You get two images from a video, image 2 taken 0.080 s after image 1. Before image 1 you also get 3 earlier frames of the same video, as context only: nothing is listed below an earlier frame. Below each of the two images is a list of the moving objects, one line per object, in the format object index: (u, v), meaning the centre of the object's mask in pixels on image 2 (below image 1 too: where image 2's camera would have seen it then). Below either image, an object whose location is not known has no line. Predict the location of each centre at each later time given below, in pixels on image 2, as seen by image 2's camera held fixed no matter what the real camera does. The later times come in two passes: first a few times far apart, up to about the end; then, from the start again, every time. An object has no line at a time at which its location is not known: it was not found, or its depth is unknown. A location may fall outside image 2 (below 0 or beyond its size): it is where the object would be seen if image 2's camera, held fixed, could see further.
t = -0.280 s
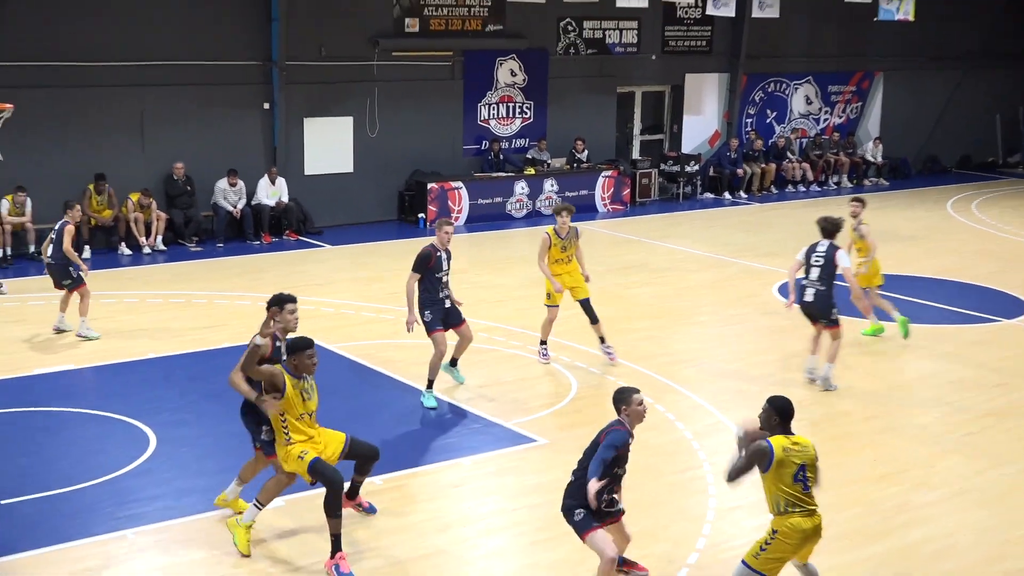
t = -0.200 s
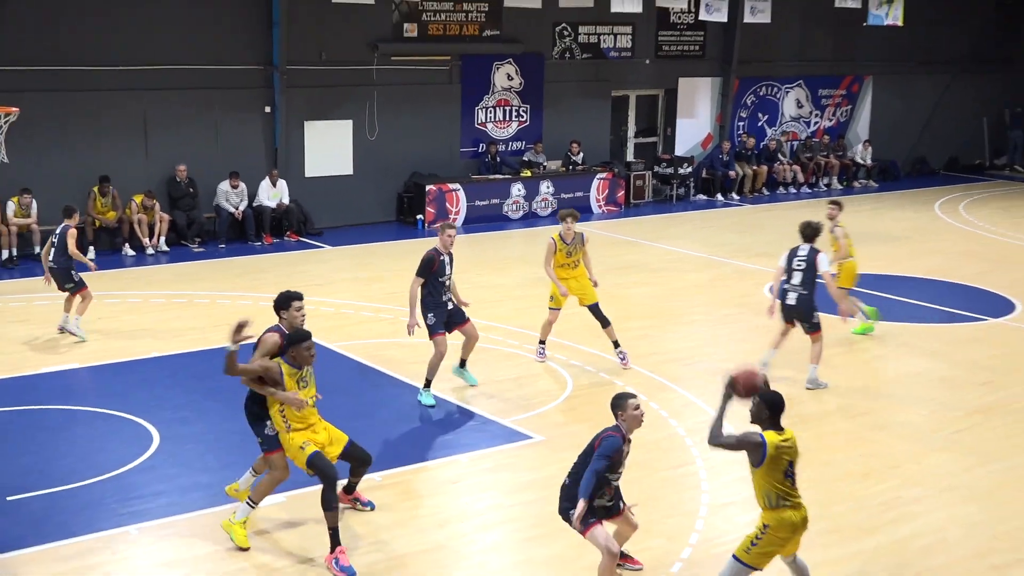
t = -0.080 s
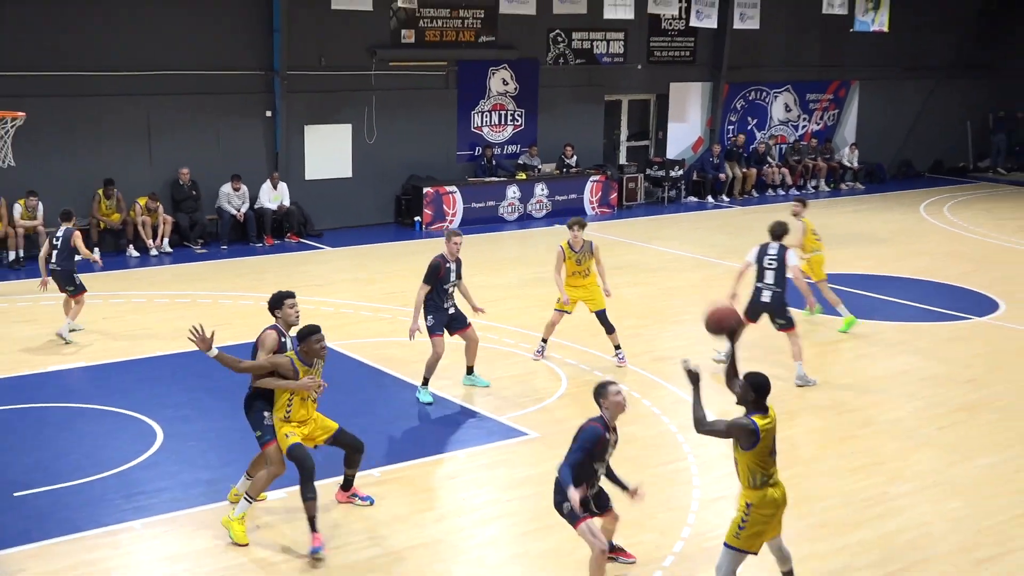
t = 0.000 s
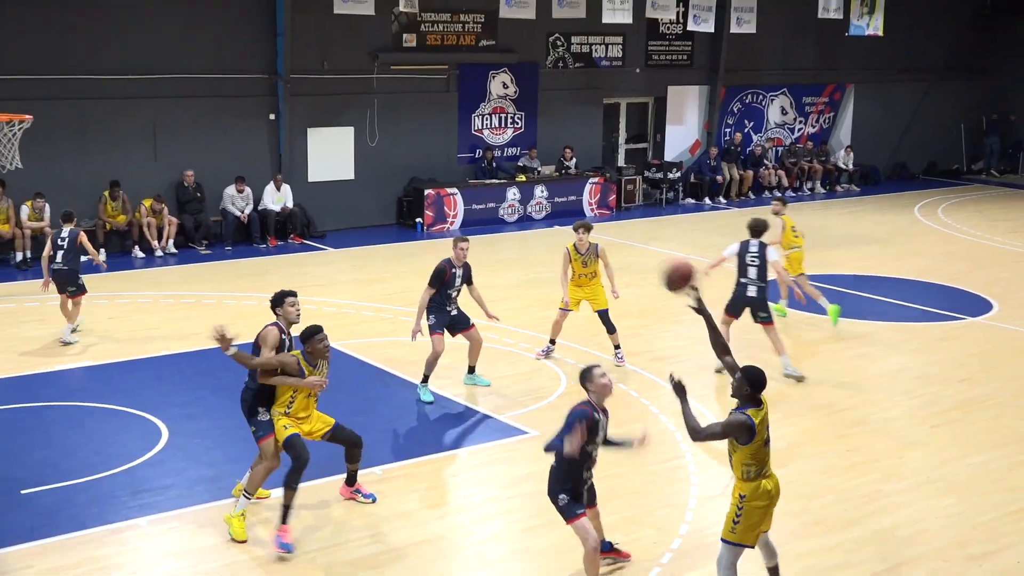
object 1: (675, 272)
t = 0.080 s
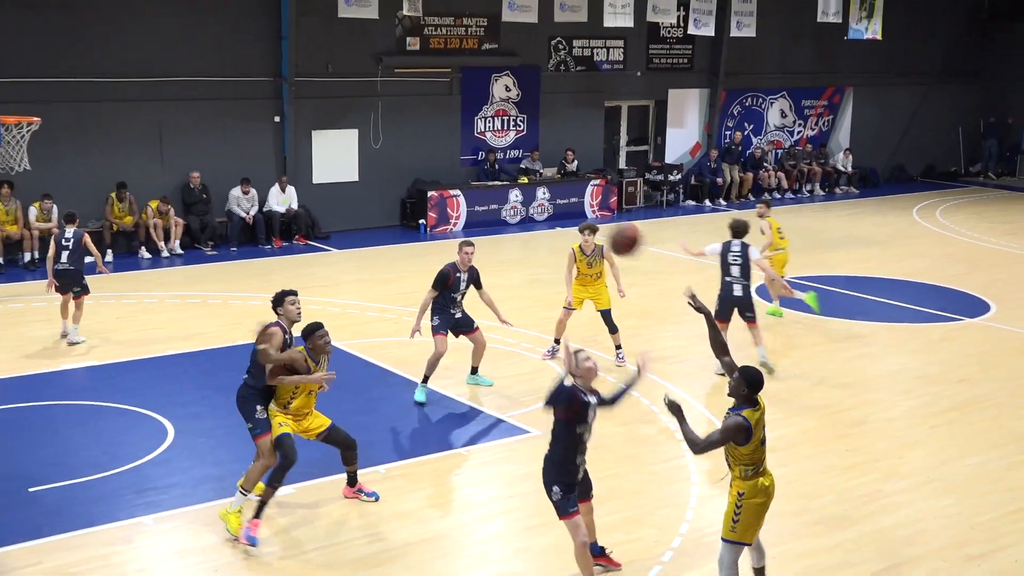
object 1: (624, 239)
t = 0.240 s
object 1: (514, 191)
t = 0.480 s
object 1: (353, 190)
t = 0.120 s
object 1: (596, 224)
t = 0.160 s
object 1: (569, 210)
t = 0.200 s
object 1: (541, 199)
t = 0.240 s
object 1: (514, 191)
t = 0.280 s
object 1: (486, 185)
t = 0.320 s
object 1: (460, 181)
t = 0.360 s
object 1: (431, 181)
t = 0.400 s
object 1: (406, 182)
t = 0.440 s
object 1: (378, 184)
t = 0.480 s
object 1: (353, 190)
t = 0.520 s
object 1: (326, 198)
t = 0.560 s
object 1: (299, 209)
